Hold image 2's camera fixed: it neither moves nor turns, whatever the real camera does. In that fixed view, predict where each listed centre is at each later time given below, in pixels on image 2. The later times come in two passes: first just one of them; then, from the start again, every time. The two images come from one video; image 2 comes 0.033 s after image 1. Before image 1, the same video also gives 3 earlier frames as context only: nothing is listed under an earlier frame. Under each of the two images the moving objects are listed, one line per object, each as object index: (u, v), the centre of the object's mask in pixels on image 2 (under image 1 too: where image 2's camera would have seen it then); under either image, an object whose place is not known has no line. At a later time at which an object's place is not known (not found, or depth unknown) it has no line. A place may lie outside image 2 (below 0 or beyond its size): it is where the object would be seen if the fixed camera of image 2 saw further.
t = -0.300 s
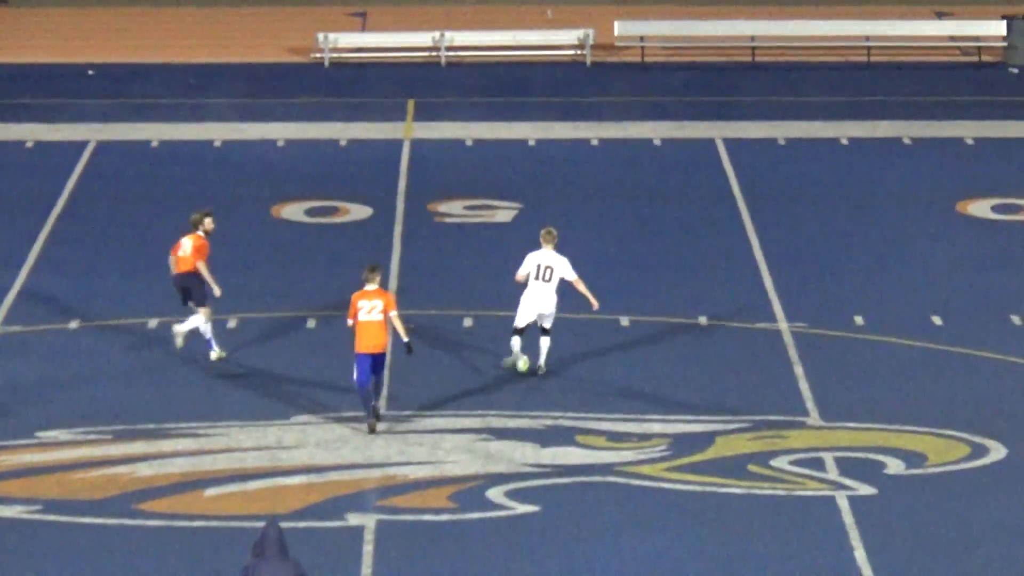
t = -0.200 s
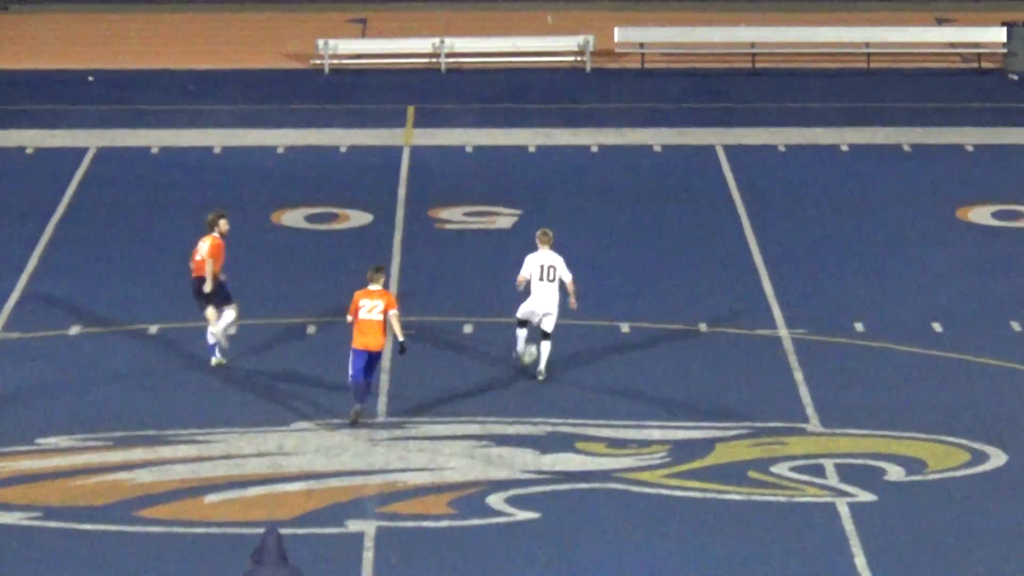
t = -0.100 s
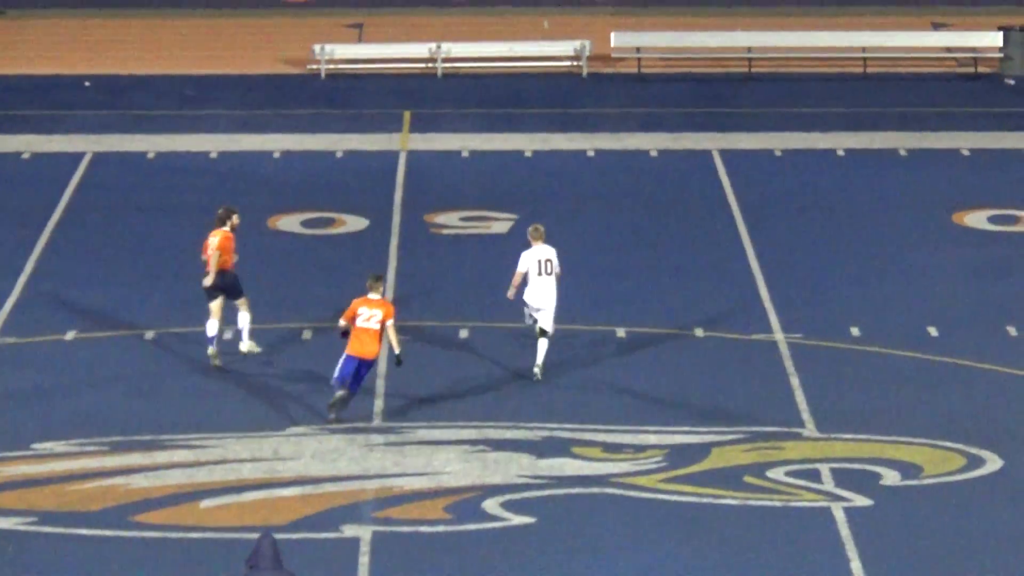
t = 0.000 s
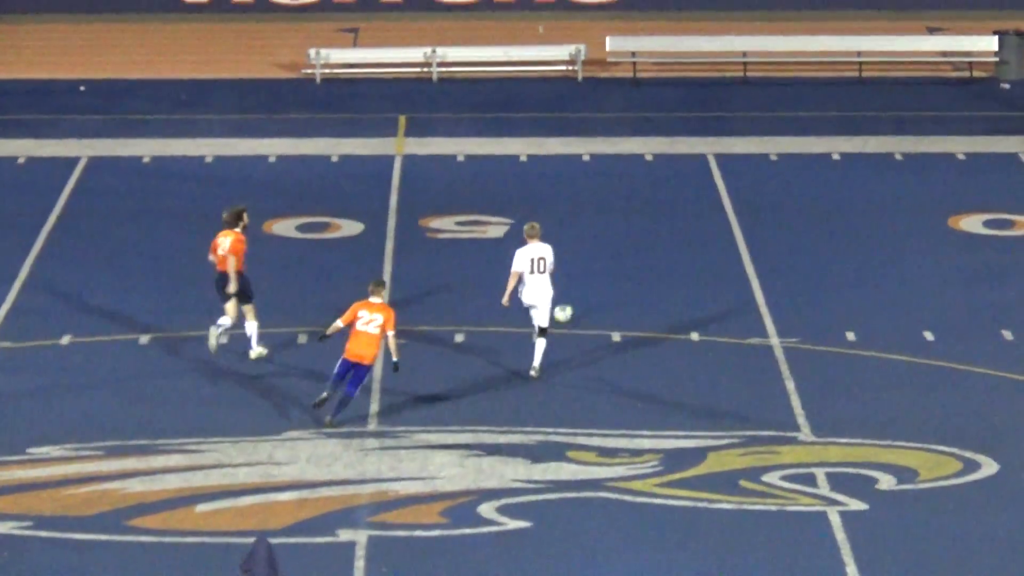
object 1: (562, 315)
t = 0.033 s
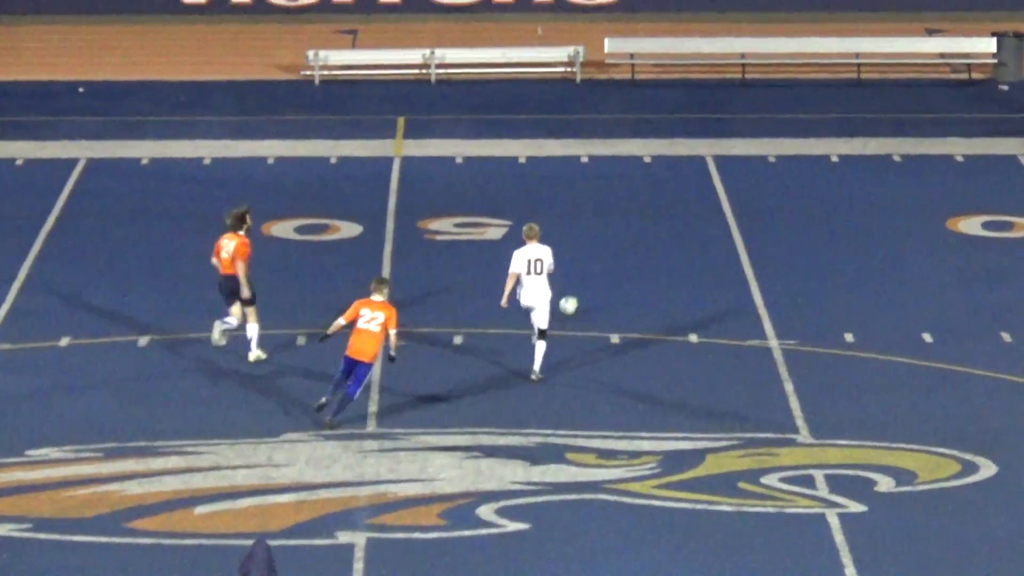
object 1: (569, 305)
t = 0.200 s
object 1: (601, 269)
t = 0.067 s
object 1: (575, 295)
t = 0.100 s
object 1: (582, 286)
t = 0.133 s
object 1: (588, 280)
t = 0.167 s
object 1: (595, 274)
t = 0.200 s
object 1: (601, 269)
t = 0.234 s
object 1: (607, 266)
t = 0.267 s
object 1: (613, 261)
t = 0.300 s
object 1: (619, 253)
